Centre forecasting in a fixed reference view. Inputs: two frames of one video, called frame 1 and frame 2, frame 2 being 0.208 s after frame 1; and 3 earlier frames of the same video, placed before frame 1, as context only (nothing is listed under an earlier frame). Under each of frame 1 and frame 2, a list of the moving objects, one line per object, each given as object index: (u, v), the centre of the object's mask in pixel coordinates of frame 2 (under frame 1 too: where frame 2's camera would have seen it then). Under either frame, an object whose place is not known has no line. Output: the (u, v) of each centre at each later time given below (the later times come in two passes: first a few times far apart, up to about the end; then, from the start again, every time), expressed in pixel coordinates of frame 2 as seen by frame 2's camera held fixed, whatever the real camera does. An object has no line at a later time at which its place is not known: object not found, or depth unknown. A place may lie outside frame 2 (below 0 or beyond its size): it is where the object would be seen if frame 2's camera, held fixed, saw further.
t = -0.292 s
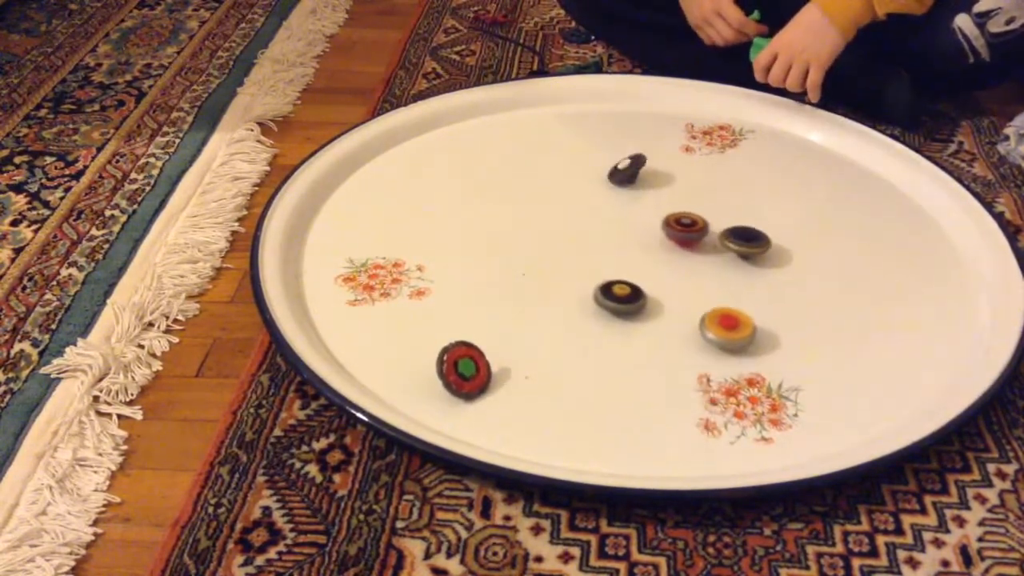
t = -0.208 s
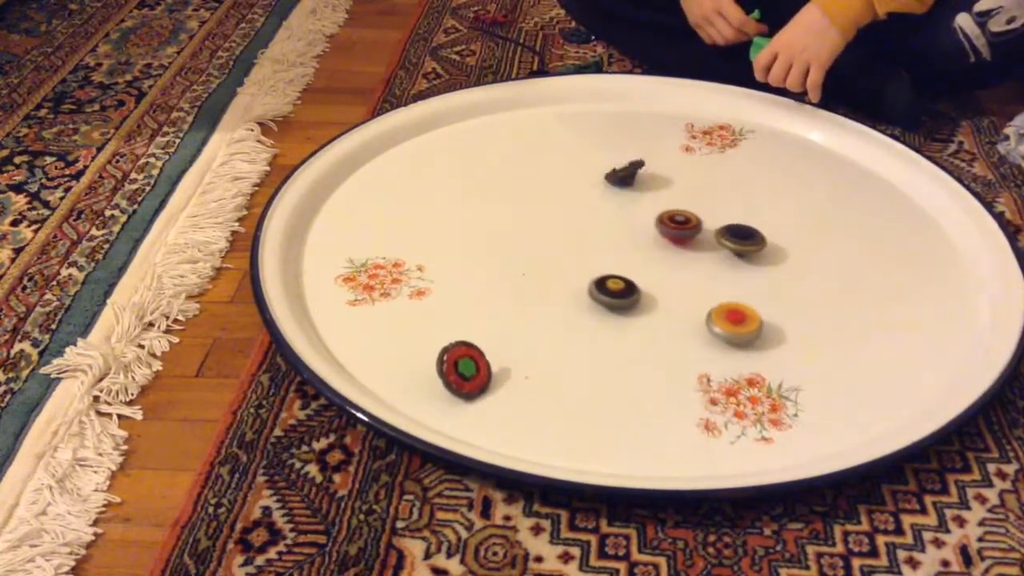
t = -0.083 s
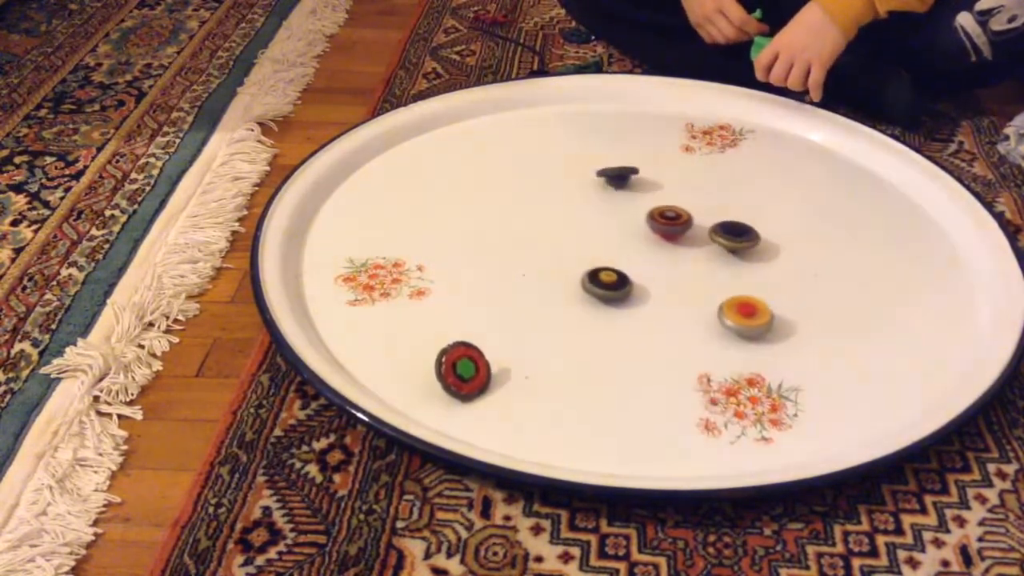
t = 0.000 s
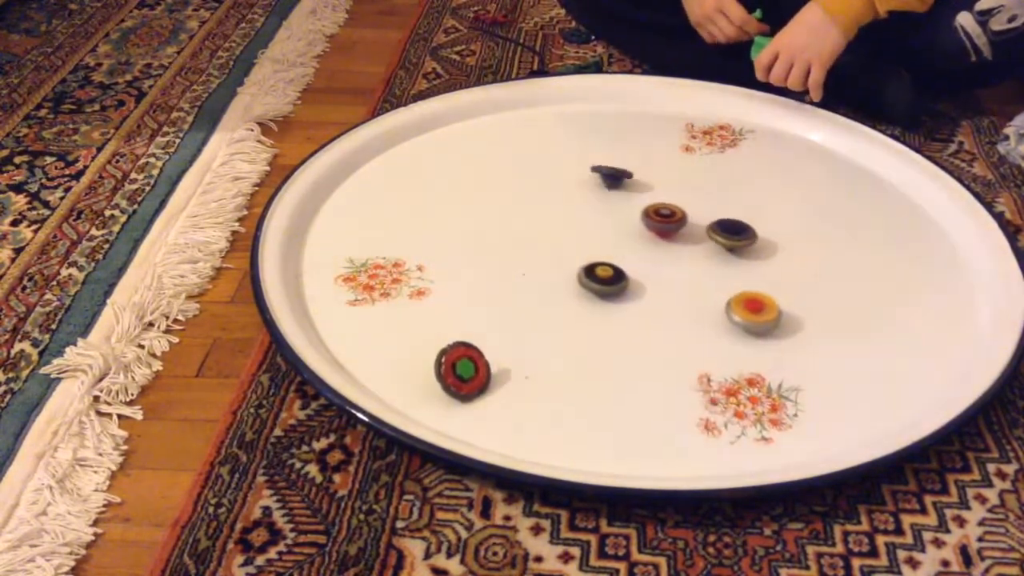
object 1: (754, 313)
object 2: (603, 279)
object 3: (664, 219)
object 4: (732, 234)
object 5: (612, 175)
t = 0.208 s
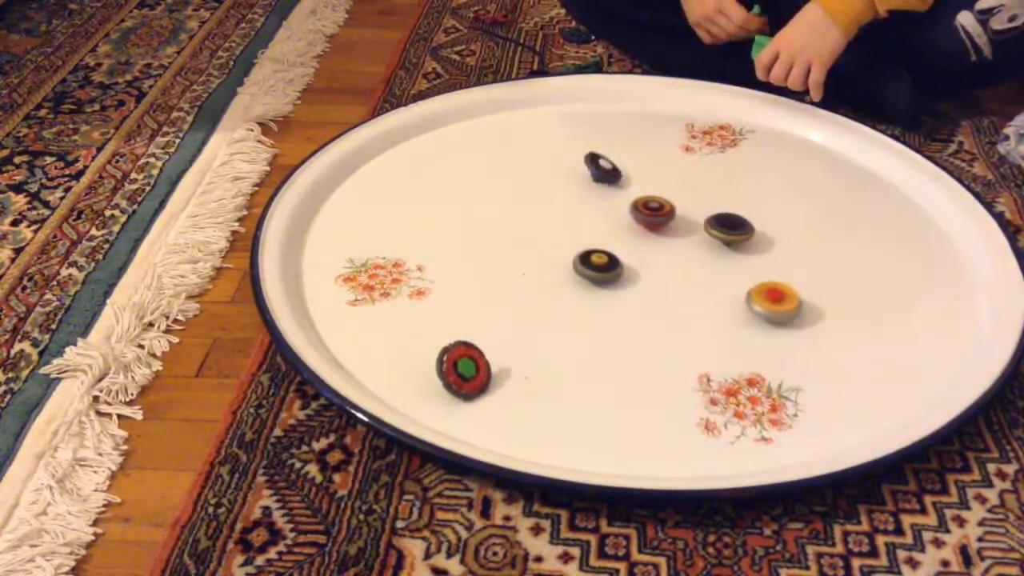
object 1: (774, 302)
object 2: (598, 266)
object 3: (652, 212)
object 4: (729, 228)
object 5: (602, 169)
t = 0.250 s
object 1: (779, 301)
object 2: (598, 263)
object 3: (651, 210)
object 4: (729, 227)
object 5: (602, 167)
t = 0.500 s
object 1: (804, 292)
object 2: (601, 248)
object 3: (642, 203)
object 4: (734, 222)
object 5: (612, 162)
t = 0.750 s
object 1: (828, 285)
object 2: (611, 234)
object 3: (638, 198)
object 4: (742, 223)
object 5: (621, 169)
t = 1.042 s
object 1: (855, 279)
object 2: (601, 232)
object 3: (654, 189)
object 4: (750, 226)
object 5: (609, 178)
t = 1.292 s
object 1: (876, 276)
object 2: (561, 229)
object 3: (683, 179)
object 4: (750, 231)
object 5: (597, 171)
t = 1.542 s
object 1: (893, 275)
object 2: (582, 221)
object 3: (719, 179)
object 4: (744, 236)
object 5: (605, 164)
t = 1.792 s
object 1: (904, 274)
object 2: (614, 222)
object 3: (759, 188)
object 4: (733, 240)
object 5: (616, 170)
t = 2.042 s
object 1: (910, 272)
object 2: (645, 227)
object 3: (790, 207)
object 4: (720, 242)
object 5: (608, 179)
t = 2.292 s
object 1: (916, 270)
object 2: (656, 228)
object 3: (808, 229)
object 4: (726, 252)
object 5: (594, 176)
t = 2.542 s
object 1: (912, 268)
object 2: (672, 235)
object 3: (802, 254)
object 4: (736, 265)
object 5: (597, 167)
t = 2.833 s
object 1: (891, 266)
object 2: (693, 250)
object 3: (776, 276)
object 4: (720, 278)
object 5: (611, 171)
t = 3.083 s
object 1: (871, 264)
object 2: (702, 248)
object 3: (744, 282)
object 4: (693, 292)
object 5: (605, 181)
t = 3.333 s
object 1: (849, 263)
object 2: (706, 245)
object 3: (722, 287)
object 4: (662, 285)
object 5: (590, 178)
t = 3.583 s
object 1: (826, 260)
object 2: (717, 226)
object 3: (700, 304)
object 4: (657, 267)
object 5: (591, 169)
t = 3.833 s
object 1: (802, 255)
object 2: (717, 229)
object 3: (673, 306)
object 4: (679, 256)
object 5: (604, 170)
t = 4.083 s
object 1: (782, 251)
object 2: (715, 231)
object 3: (646, 299)
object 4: (712, 260)
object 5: (603, 181)
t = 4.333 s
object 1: (831, 276)
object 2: (666, 213)
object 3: (627, 286)
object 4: (733, 275)
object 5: (589, 182)
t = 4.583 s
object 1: (993, 334)
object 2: (575, 182)
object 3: (623, 271)
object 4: (728, 289)
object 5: (481, 128)
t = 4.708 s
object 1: (972, 363)
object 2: (565, 175)
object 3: (627, 264)
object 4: (716, 292)
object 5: (446, 116)
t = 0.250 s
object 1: (779, 301)
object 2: (598, 263)
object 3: (651, 210)
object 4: (729, 227)
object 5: (602, 167)
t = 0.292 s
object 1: (783, 299)
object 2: (598, 260)
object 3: (649, 209)
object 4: (729, 226)
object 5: (603, 165)
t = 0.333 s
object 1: (788, 298)
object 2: (598, 258)
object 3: (647, 208)
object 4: (730, 225)
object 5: (604, 164)
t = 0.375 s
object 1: (792, 296)
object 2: (598, 255)
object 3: (646, 207)
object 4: (730, 225)
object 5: (605, 163)
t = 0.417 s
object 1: (796, 294)
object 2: (599, 253)
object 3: (644, 205)
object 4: (732, 224)
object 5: (607, 163)
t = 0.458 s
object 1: (800, 293)
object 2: (600, 250)
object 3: (643, 204)
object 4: (733, 223)
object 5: (610, 162)
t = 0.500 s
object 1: (804, 292)
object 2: (601, 248)
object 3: (642, 203)
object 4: (734, 222)
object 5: (612, 162)
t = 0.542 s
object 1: (808, 290)
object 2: (602, 245)
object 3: (641, 202)
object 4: (735, 222)
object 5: (615, 163)
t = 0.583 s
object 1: (812, 289)
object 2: (603, 243)
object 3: (640, 202)
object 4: (736, 222)
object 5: (617, 164)
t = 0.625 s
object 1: (817, 288)
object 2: (605, 241)
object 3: (640, 201)
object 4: (738, 222)
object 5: (619, 165)
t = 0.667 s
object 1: (820, 287)
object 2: (607, 238)
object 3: (639, 200)
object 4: (739, 222)
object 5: (620, 166)
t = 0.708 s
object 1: (825, 286)
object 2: (609, 236)
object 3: (639, 199)
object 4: (741, 222)
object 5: (621, 167)
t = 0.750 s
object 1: (828, 285)
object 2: (611, 234)
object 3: (638, 198)
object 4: (742, 223)
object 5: (621, 169)
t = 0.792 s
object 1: (832, 284)
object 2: (614, 232)
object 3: (638, 198)
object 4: (743, 223)
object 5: (621, 171)
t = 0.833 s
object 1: (836, 283)
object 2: (616, 230)
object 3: (638, 198)
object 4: (745, 223)
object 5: (620, 173)
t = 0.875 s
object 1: (840, 282)
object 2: (618, 228)
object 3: (637, 196)
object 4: (746, 224)
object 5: (619, 175)
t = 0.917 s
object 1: (844, 281)
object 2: (621, 226)
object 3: (637, 196)
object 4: (747, 224)
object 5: (616, 176)
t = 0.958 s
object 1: (848, 281)
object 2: (619, 226)
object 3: (641, 192)
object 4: (748, 225)
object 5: (614, 177)
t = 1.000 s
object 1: (852, 280)
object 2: (611, 228)
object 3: (647, 190)
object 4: (749, 226)
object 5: (612, 178)
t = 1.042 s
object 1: (855, 279)
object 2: (601, 232)
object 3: (654, 189)
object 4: (750, 226)
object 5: (609, 178)
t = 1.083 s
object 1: (858, 278)
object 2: (593, 234)
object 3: (659, 187)
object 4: (750, 227)
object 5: (606, 178)
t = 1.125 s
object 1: (863, 278)
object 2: (584, 234)
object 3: (663, 184)
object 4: (751, 228)
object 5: (604, 177)
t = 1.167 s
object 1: (866, 277)
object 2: (577, 234)
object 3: (667, 183)
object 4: (751, 229)
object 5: (601, 177)
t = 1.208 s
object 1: (869, 277)
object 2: (569, 233)
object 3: (672, 181)
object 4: (751, 229)
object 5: (599, 175)
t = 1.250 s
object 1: (873, 276)
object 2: (563, 231)
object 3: (677, 180)
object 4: (750, 230)
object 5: (598, 173)
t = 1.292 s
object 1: (876, 276)
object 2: (561, 229)
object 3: (683, 179)
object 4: (750, 231)
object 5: (597, 171)
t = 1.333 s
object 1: (879, 275)
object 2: (561, 226)
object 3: (688, 178)
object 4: (749, 232)
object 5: (597, 168)
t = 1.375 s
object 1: (883, 275)
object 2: (563, 224)
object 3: (694, 178)
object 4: (749, 233)
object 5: (598, 167)
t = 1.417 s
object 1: (886, 275)
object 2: (567, 223)
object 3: (700, 178)
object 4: (747, 233)
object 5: (599, 166)
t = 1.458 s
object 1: (888, 275)
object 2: (572, 222)
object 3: (707, 178)
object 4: (747, 234)
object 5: (601, 165)
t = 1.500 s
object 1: (891, 275)
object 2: (577, 222)
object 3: (713, 178)
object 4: (745, 235)
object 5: (603, 165)
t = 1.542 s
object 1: (893, 275)
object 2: (582, 221)
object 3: (719, 179)
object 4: (744, 236)
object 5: (605, 164)
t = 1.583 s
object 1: (895, 274)
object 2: (587, 221)
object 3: (726, 180)
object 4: (742, 237)
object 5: (608, 164)
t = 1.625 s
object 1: (898, 274)
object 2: (593, 221)
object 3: (733, 181)
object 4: (740, 237)
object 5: (610, 165)
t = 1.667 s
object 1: (899, 274)
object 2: (598, 221)
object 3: (739, 182)
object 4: (739, 238)
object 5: (612, 166)
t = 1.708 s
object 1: (901, 274)
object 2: (603, 221)
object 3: (745, 184)
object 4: (737, 239)
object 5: (614, 167)
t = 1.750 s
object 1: (902, 274)
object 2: (608, 221)
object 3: (752, 186)
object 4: (735, 239)
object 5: (615, 169)
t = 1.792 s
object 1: (904, 274)
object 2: (614, 222)
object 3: (759, 188)
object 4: (733, 240)
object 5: (616, 170)
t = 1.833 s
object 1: (904, 273)
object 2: (619, 222)
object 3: (764, 191)
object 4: (731, 240)
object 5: (616, 172)
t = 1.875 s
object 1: (905, 273)
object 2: (624, 223)
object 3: (770, 194)
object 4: (729, 241)
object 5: (616, 174)
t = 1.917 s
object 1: (906, 273)
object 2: (629, 224)
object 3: (776, 197)
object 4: (726, 241)
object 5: (615, 176)
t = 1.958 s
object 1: (907, 272)
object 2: (635, 225)
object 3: (781, 200)
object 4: (725, 242)
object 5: (613, 178)
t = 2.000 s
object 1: (908, 272)
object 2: (640, 226)
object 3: (786, 203)
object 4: (722, 242)
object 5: (611, 179)
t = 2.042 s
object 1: (910, 272)
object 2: (645, 227)
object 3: (790, 207)
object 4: (720, 242)
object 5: (608, 179)
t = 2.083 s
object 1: (911, 271)
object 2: (650, 229)
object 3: (794, 210)
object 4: (717, 243)
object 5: (606, 179)
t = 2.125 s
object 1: (912, 271)
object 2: (655, 230)
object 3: (798, 214)
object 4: (715, 243)
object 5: (603, 179)
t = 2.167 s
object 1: (913, 271)
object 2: (661, 231)
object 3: (802, 218)
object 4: (713, 243)
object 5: (601, 179)
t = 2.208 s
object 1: (915, 271)
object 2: (664, 233)
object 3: (804, 222)
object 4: (713, 243)
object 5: (598, 179)
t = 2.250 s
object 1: (916, 271)
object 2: (659, 230)
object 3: (806, 225)
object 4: (720, 248)
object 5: (596, 178)
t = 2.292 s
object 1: (916, 270)
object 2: (656, 228)
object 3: (808, 229)
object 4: (726, 252)
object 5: (594, 176)
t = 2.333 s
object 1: (916, 270)
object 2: (656, 228)
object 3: (809, 233)
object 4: (729, 254)
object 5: (593, 173)
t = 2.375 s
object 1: (916, 269)
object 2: (658, 229)
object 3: (808, 238)
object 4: (731, 256)
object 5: (592, 172)
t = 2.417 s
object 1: (916, 269)
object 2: (661, 230)
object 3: (808, 242)
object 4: (733, 258)
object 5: (593, 170)
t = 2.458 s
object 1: (915, 268)
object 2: (664, 232)
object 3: (807, 246)
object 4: (735, 261)
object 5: (594, 169)
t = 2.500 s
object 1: (914, 268)
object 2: (668, 233)
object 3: (805, 250)
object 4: (735, 263)
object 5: (595, 168)
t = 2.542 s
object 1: (912, 268)
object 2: (672, 235)
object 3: (802, 254)
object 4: (736, 265)
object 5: (597, 167)
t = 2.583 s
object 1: (910, 268)
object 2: (675, 237)
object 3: (800, 258)
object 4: (736, 267)
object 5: (599, 167)
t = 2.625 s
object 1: (908, 267)
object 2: (678, 239)
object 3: (796, 261)
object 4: (735, 269)
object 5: (601, 166)
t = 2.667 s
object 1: (904, 267)
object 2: (682, 241)
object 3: (792, 265)
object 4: (734, 272)
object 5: (604, 167)
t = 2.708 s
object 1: (901, 267)
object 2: (685, 243)
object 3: (788, 268)
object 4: (732, 273)
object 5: (606, 167)
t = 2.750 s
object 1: (898, 267)
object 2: (687, 246)
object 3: (783, 271)
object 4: (730, 275)
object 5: (608, 168)
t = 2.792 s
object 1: (895, 267)
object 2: (690, 248)
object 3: (780, 274)
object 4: (724, 277)
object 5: (610, 170)
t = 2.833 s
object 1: (891, 266)
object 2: (693, 250)
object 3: (776, 276)
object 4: (720, 278)
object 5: (611, 171)
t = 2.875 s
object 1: (888, 266)
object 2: (695, 252)
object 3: (771, 277)
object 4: (714, 279)
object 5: (611, 173)
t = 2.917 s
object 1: (884, 266)
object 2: (697, 252)
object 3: (766, 279)
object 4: (710, 281)
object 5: (611, 175)
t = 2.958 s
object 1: (881, 265)
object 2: (698, 249)
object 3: (761, 280)
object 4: (707, 286)
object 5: (610, 176)
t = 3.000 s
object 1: (878, 265)
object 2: (699, 246)
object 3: (756, 281)
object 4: (703, 289)
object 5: (609, 178)
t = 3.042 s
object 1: (874, 265)
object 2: (701, 247)
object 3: (750, 282)
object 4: (699, 291)
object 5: (607, 180)
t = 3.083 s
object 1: (871, 264)
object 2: (702, 248)
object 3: (744, 282)
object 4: (693, 292)
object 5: (605, 181)
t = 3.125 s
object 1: (867, 264)
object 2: (703, 250)
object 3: (739, 282)
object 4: (688, 292)
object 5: (603, 181)
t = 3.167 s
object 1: (864, 264)
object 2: (704, 251)
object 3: (737, 281)
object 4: (680, 291)
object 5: (600, 181)
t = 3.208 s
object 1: (860, 264)
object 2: (705, 253)
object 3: (733, 280)
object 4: (674, 291)
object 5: (598, 181)
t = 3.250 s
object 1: (856, 263)
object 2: (705, 253)
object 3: (729, 279)
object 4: (671, 289)
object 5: (595, 181)
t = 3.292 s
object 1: (853, 263)
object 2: (706, 251)
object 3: (726, 279)
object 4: (666, 287)
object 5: (592, 180)
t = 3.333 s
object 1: (849, 263)
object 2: (706, 245)
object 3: (722, 287)
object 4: (662, 285)
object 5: (590, 178)
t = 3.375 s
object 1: (845, 262)
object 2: (707, 237)
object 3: (718, 293)
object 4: (660, 282)
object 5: (589, 177)
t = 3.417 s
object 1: (841, 262)
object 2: (710, 233)
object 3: (715, 297)
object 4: (657, 279)
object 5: (588, 174)
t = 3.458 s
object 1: (837, 261)
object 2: (712, 229)
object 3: (711, 299)
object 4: (655, 276)
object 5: (588, 172)
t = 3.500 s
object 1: (833, 261)
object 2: (714, 227)
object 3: (709, 301)
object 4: (655, 273)
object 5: (589, 171)
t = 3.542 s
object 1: (830, 261)
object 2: (715, 226)
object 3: (704, 303)
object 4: (655, 270)
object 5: (590, 170)
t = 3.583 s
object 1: (826, 260)
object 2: (717, 226)
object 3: (700, 304)
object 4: (657, 267)
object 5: (591, 169)
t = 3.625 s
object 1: (822, 259)
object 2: (717, 226)
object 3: (696, 305)
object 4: (658, 265)
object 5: (593, 168)
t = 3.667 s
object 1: (817, 258)
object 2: (717, 227)
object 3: (692, 306)
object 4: (661, 262)
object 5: (596, 168)
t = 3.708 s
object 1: (814, 258)
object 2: (717, 227)
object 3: (688, 306)
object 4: (666, 260)
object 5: (598, 168)
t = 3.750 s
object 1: (809, 257)
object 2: (717, 227)
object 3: (683, 307)
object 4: (669, 258)
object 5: (600, 168)
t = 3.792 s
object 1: (806, 256)
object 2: (717, 228)
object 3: (678, 306)
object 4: (674, 257)
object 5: (602, 169)
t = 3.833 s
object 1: (802, 255)
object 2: (717, 229)
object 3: (673, 306)
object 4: (679, 256)
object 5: (604, 170)
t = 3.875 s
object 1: (798, 255)
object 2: (717, 229)
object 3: (669, 306)
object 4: (685, 255)
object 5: (606, 172)
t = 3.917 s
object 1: (795, 254)
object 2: (718, 229)
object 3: (664, 305)
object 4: (691, 256)
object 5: (606, 173)
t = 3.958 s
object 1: (791, 253)
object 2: (718, 229)
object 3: (659, 304)
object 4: (696, 256)
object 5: (606, 175)
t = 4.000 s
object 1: (788, 252)
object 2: (718, 229)
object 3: (655, 302)
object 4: (702, 257)
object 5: (606, 177)
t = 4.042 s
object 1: (784, 251)
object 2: (717, 230)
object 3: (650, 301)
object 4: (708, 259)
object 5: (605, 180)
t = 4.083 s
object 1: (782, 251)
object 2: (715, 231)
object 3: (646, 299)
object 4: (712, 260)
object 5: (603, 181)
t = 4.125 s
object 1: (778, 250)
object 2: (714, 231)
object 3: (642, 297)
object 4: (717, 261)
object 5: (601, 182)
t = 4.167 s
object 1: (775, 249)
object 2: (713, 233)
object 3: (638, 295)
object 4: (722, 264)
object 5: (599, 182)
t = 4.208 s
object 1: (771, 248)
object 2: (712, 235)
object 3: (635, 293)
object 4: (725, 266)
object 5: (597, 182)
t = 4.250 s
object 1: (768, 247)
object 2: (712, 236)
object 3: (632, 291)
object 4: (729, 269)
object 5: (594, 182)
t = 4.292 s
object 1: (767, 245)
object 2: (711, 237)
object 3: (630, 288)
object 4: (731, 273)
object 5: (592, 183)
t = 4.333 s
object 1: (831, 276)
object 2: (666, 213)
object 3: (627, 286)
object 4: (733, 275)
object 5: (589, 182)
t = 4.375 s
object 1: (901, 306)
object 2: (618, 195)
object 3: (626, 283)
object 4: (735, 278)
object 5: (582, 178)
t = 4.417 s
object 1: (959, 326)
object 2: (604, 190)
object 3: (624, 281)
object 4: (734, 281)
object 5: (562, 166)
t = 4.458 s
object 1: (979, 298)
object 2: (596, 188)
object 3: (623, 278)
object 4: (734, 283)
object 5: (542, 157)
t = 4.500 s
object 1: (987, 293)
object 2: (586, 185)
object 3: (623, 276)
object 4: (732, 286)
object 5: (520, 147)
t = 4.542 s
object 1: (992, 301)
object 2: (579, 183)
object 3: (623, 273)
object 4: (730, 288)
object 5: (500, 137)
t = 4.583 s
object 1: (993, 334)
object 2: (575, 182)
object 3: (623, 271)
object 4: (728, 289)
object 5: (481, 128)
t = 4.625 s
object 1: (990, 358)
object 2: (571, 180)
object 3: (624, 268)
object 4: (724, 291)
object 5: (463, 121)
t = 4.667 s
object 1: (983, 361)
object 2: (568, 178)
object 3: (625, 266)
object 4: (721, 292)
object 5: (451, 110)
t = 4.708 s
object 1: (972, 363)
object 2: (565, 175)
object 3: (627, 264)
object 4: (716, 292)
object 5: (446, 116)
